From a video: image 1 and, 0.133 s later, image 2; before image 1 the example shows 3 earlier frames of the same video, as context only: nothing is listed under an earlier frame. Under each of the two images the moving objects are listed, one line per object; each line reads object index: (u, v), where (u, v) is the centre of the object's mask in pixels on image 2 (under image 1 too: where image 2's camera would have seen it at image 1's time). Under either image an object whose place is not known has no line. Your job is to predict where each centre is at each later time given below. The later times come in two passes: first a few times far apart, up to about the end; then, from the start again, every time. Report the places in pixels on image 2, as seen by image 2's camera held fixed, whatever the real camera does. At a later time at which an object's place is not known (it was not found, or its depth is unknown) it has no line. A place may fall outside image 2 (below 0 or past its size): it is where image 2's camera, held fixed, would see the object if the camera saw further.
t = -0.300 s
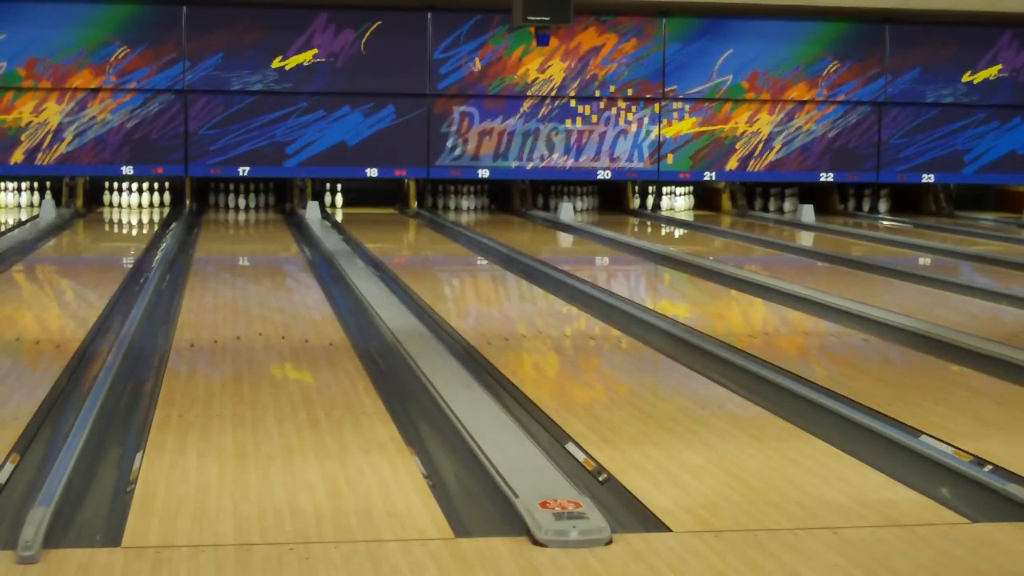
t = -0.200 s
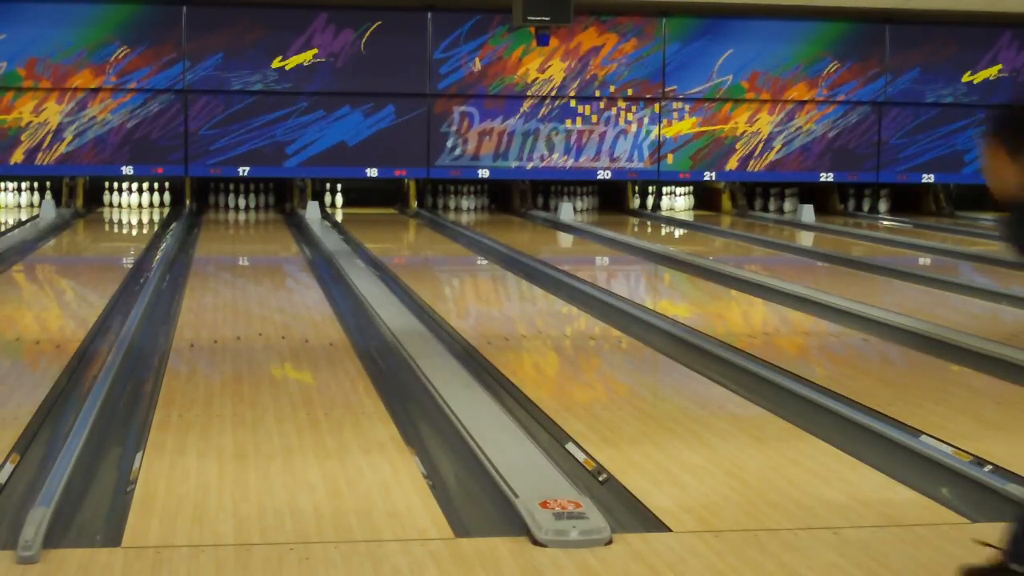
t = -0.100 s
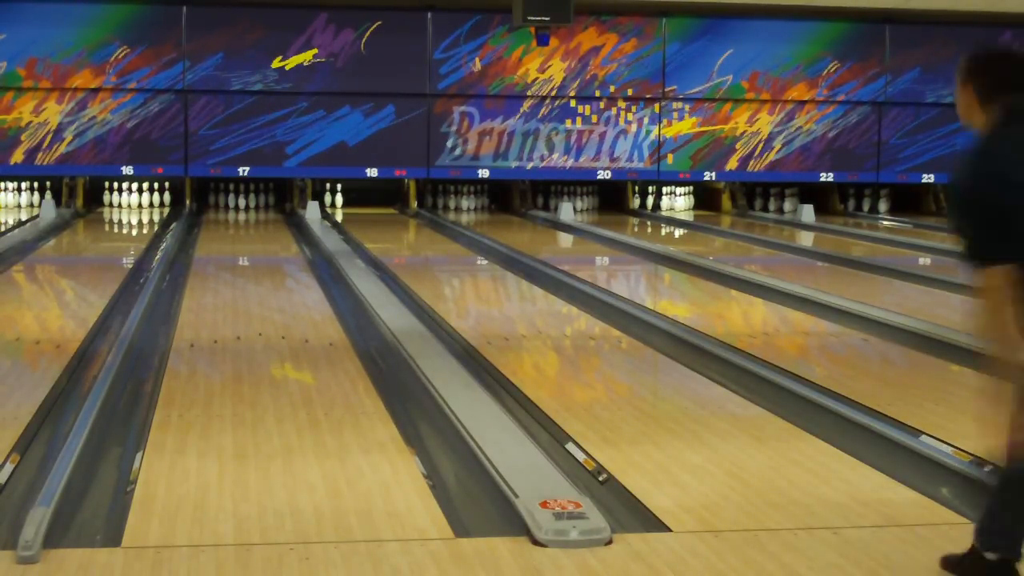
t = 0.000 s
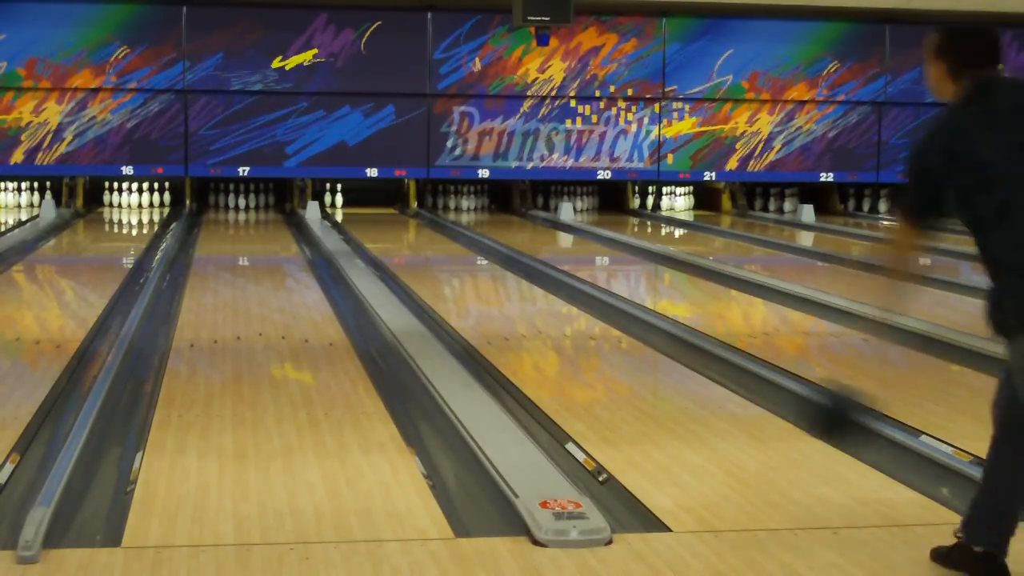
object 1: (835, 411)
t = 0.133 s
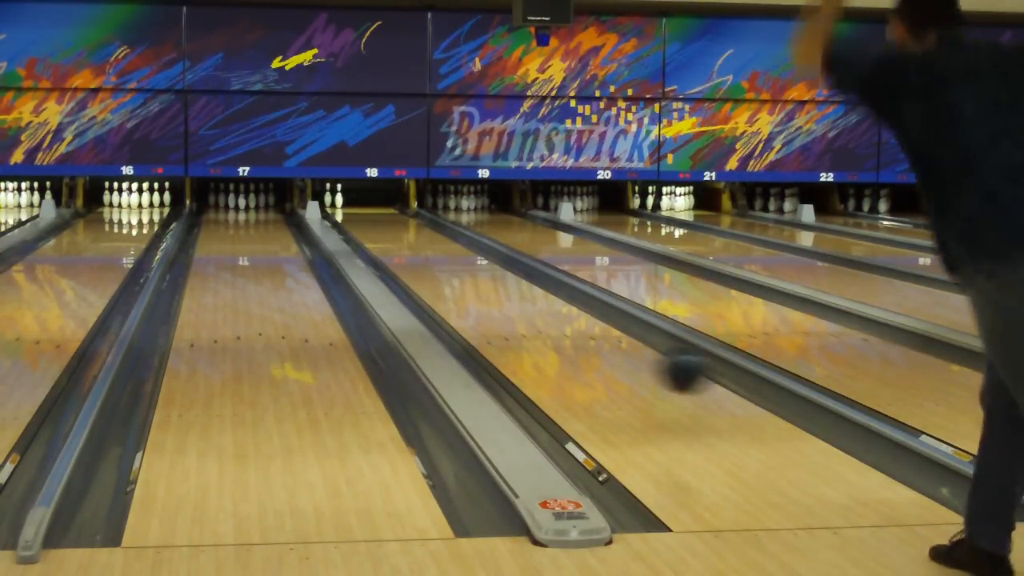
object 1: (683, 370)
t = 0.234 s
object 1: (609, 365)
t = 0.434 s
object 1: (513, 309)
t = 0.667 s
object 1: (447, 270)
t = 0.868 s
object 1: (410, 248)
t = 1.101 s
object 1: (379, 229)
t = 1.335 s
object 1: (357, 215)
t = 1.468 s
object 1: (348, 208)
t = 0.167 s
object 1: (655, 367)
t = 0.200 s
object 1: (631, 366)
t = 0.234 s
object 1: (609, 365)
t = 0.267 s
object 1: (590, 350)
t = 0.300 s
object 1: (571, 337)
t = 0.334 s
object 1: (554, 326)
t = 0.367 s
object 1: (540, 318)
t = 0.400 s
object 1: (527, 313)
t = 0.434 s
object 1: (513, 309)
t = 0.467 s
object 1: (502, 304)
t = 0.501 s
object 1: (491, 297)
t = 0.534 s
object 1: (481, 291)
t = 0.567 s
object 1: (472, 285)
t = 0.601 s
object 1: (463, 280)
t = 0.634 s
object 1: (455, 275)
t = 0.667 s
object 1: (447, 270)
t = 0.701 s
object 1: (441, 266)
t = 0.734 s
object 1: (433, 262)
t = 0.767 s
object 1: (427, 259)
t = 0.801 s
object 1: (421, 255)
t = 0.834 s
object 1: (415, 251)
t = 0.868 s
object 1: (410, 248)
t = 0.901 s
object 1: (405, 245)
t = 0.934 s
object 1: (400, 242)
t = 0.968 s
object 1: (395, 239)
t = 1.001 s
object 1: (390, 237)
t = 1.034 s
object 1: (387, 234)
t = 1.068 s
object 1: (383, 231)
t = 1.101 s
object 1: (379, 229)
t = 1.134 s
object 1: (375, 226)
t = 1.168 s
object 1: (372, 224)
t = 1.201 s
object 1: (369, 223)
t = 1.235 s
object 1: (365, 221)
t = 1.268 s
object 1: (362, 218)
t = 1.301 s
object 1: (359, 216)
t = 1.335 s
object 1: (357, 215)
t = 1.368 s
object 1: (354, 214)
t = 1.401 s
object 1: (352, 212)
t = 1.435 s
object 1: (350, 210)
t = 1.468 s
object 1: (348, 208)
